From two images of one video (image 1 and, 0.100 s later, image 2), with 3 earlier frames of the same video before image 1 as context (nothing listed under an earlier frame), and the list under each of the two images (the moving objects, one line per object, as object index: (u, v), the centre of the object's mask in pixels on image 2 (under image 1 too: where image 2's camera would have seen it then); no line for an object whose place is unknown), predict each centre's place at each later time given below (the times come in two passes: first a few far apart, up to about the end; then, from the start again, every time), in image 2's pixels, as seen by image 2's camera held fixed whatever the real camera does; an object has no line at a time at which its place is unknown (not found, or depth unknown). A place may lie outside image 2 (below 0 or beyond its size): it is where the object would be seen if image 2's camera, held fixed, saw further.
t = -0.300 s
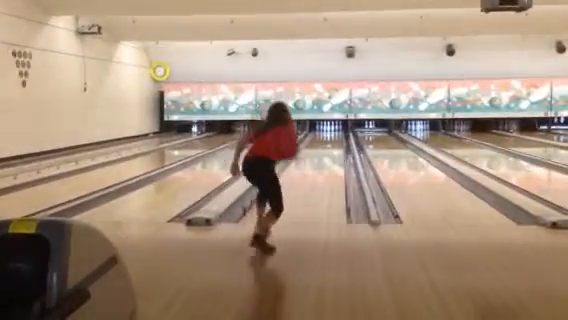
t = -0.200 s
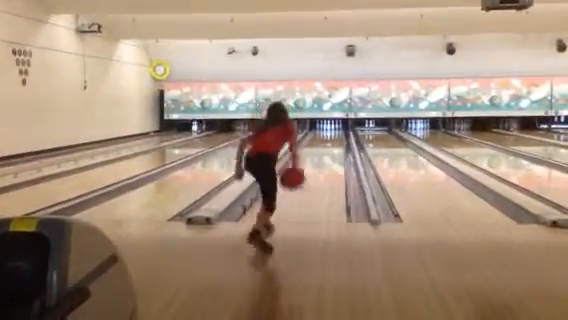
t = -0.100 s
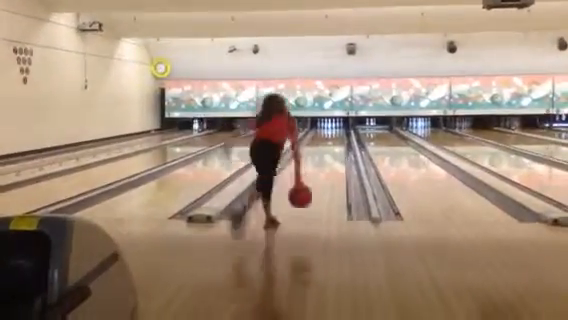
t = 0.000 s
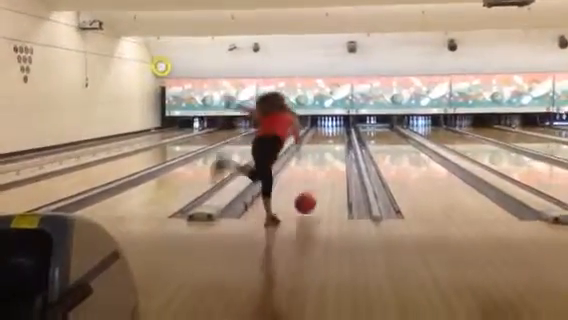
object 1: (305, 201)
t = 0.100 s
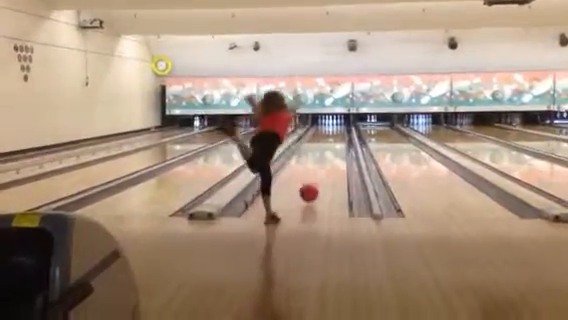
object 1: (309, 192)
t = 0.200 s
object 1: (311, 185)
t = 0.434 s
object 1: (316, 171)
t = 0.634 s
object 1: (319, 163)
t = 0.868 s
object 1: (321, 154)
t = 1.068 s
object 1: (322, 149)
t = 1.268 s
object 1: (324, 143)
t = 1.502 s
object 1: (325, 139)
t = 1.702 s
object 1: (326, 137)
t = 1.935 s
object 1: (327, 132)
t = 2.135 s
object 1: (327, 131)
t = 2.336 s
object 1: (327, 129)
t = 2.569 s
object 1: (327, 129)
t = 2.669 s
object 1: (328, 129)
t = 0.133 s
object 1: (309, 190)
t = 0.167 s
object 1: (311, 188)
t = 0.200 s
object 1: (311, 185)
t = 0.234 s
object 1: (312, 183)
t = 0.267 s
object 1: (313, 181)
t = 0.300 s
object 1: (313, 179)
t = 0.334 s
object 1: (314, 177)
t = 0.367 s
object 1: (315, 175)
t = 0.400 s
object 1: (315, 173)
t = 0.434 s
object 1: (316, 171)
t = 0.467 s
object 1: (316, 169)
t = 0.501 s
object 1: (317, 168)
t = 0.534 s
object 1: (317, 167)
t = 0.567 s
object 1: (318, 165)
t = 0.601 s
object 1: (318, 164)
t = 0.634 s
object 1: (319, 163)
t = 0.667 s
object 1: (319, 160)
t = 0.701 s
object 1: (319, 159)
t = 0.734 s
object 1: (319, 158)
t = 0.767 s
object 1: (319, 157)
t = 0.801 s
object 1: (320, 156)
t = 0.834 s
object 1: (320, 156)
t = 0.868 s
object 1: (321, 154)
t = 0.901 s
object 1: (321, 153)
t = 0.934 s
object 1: (321, 152)
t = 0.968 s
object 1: (322, 152)
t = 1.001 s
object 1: (322, 150)
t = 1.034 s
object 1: (322, 149)
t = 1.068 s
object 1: (322, 149)
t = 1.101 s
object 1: (322, 148)
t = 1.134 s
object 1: (323, 147)
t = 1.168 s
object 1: (323, 147)
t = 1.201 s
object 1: (323, 146)
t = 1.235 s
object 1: (323, 146)
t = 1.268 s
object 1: (324, 143)
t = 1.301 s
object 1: (324, 143)
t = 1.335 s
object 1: (324, 143)
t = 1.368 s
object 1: (324, 142)
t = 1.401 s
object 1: (324, 140)
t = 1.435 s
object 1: (324, 141)
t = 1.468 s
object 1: (325, 139)
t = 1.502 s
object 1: (325, 139)
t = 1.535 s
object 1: (325, 138)
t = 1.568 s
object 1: (325, 138)
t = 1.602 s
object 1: (326, 138)
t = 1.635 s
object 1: (326, 138)
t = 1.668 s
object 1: (326, 137)
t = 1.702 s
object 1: (326, 137)
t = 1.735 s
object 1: (326, 136)
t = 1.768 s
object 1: (326, 136)
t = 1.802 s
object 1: (326, 134)
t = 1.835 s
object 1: (326, 134)
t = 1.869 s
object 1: (326, 134)
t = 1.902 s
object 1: (326, 134)
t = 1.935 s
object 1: (327, 132)
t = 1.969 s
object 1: (326, 133)
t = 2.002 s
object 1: (326, 133)
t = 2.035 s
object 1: (326, 132)
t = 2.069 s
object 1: (327, 132)
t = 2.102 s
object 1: (327, 131)
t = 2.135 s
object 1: (327, 131)
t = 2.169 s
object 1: (327, 130)
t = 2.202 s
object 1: (327, 130)
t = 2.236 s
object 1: (327, 130)
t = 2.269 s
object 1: (327, 130)
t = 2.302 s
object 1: (327, 130)
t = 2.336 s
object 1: (327, 129)
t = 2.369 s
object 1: (327, 129)
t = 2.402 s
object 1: (328, 129)
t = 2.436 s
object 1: (328, 129)
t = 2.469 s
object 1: (328, 129)
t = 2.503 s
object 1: (328, 129)
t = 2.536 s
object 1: (328, 129)
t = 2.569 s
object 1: (327, 129)
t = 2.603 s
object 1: (327, 129)
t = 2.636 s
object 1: (328, 129)
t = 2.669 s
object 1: (328, 129)
